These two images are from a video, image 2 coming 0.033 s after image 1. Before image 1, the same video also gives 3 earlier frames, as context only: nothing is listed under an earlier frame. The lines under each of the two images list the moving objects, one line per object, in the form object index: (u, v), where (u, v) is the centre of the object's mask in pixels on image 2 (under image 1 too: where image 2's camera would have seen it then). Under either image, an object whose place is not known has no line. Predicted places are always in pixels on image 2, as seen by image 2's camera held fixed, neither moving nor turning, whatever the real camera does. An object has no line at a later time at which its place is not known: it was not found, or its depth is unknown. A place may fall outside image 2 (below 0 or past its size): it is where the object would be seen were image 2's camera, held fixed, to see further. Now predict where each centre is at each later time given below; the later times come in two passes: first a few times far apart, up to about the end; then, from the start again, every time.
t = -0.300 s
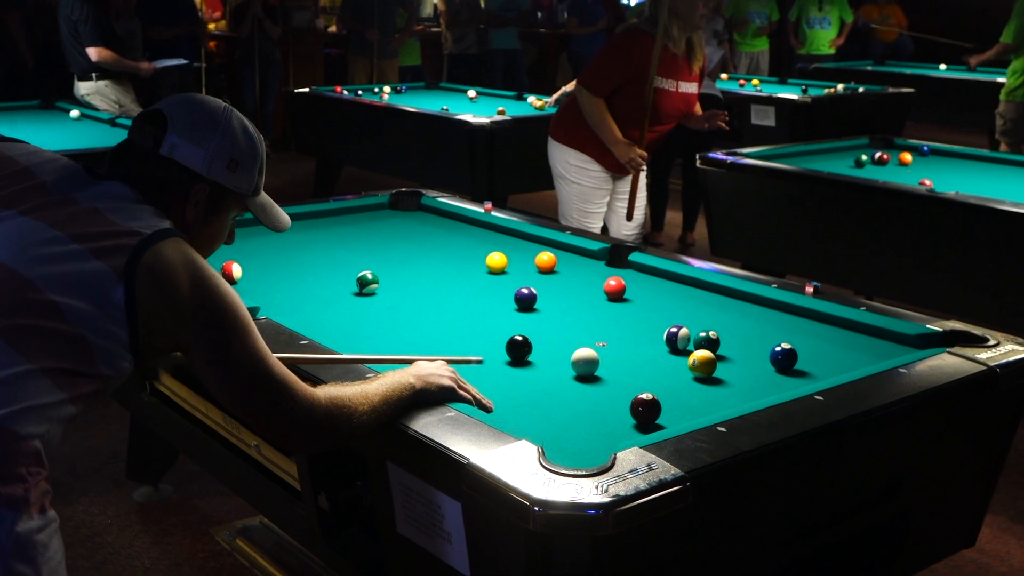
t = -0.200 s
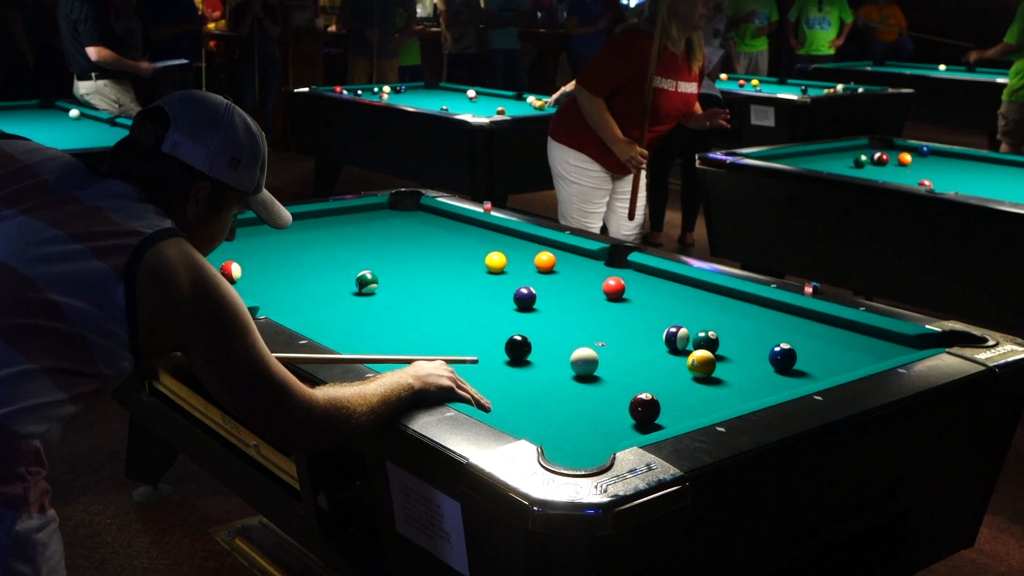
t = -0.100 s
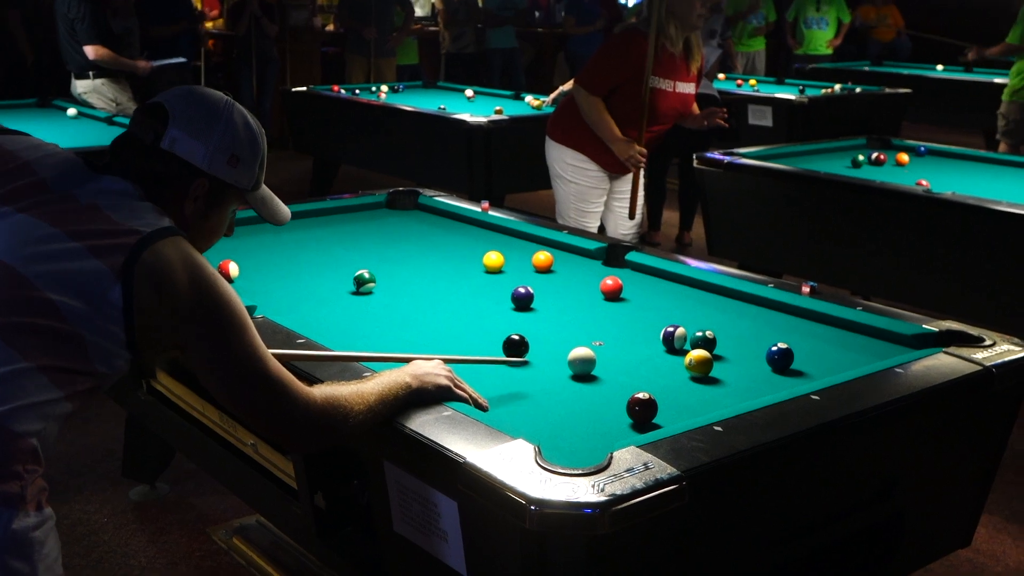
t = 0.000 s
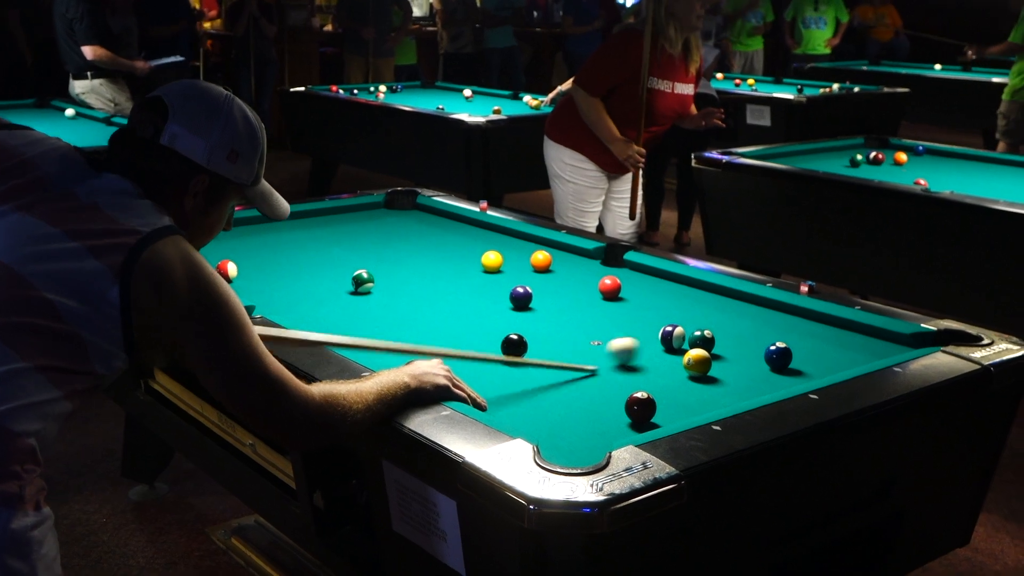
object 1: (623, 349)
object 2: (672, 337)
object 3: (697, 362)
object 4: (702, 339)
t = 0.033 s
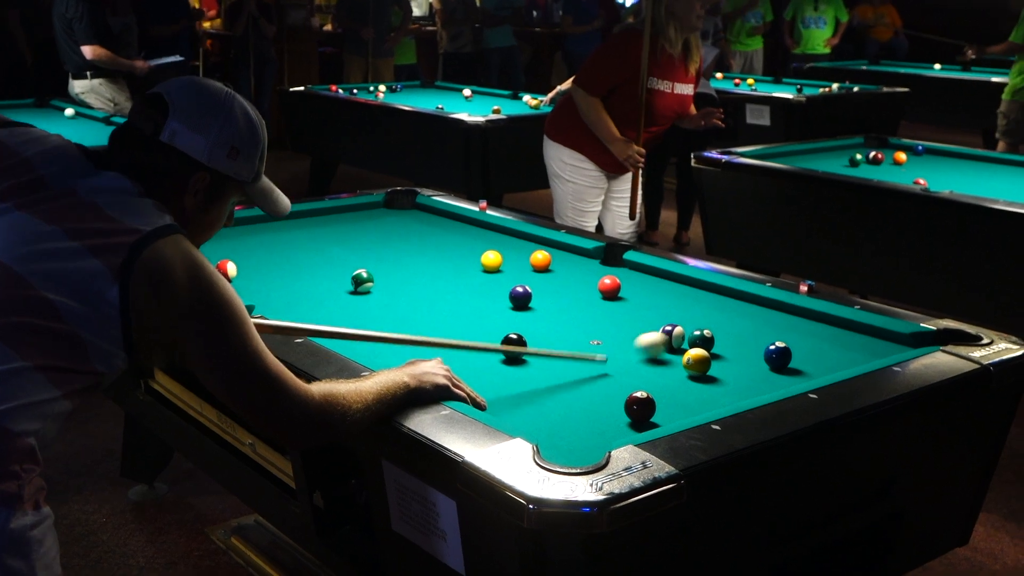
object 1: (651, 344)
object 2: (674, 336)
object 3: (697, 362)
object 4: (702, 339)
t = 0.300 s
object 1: (730, 359)
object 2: (718, 296)
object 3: (693, 368)
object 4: (738, 333)
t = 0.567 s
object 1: (781, 371)
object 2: (659, 293)
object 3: (687, 380)
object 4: (776, 325)
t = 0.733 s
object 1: (809, 373)
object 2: (617, 294)
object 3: (682, 387)
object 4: (797, 320)
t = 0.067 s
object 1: (673, 344)
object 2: (676, 326)
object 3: (697, 362)
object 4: (701, 339)
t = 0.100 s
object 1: (685, 344)
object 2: (683, 324)
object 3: (697, 362)
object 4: (708, 339)
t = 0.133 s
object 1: (695, 344)
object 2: (690, 321)
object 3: (696, 362)
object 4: (713, 338)
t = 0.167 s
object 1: (706, 349)
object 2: (697, 314)
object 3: (696, 363)
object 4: (718, 336)
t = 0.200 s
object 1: (713, 353)
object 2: (703, 309)
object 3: (695, 364)
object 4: (723, 335)
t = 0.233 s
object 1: (718, 356)
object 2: (709, 304)
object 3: (695, 365)
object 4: (727, 335)
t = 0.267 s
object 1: (723, 358)
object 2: (714, 300)
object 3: (694, 367)
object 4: (732, 333)
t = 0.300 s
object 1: (730, 359)
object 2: (718, 296)
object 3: (693, 368)
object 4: (738, 333)
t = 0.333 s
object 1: (736, 361)
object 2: (723, 291)
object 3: (692, 370)
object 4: (742, 333)
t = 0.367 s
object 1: (742, 362)
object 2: (715, 292)
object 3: (691, 371)
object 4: (747, 332)
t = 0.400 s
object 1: (749, 363)
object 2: (704, 292)
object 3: (690, 373)
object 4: (752, 330)
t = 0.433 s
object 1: (755, 365)
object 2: (694, 293)
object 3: (690, 374)
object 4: (757, 330)
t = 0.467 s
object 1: (761, 366)
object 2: (685, 293)
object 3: (689, 375)
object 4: (762, 328)
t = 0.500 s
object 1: (768, 368)
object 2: (677, 292)
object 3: (688, 377)
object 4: (766, 327)
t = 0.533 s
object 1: (774, 369)
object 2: (668, 293)
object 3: (687, 378)
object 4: (771, 326)
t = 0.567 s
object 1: (781, 371)
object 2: (659, 293)
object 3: (687, 380)
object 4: (776, 325)
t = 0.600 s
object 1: (786, 372)
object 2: (651, 294)
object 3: (686, 381)
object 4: (780, 325)
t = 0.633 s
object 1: (793, 373)
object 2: (642, 294)
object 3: (685, 382)
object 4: (784, 323)
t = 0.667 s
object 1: (798, 372)
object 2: (633, 295)
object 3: (684, 384)
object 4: (788, 322)
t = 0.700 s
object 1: (805, 373)
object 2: (625, 295)
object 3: (683, 385)
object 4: (793, 321)
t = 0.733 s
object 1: (809, 373)
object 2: (617, 294)
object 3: (682, 387)
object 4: (797, 320)
